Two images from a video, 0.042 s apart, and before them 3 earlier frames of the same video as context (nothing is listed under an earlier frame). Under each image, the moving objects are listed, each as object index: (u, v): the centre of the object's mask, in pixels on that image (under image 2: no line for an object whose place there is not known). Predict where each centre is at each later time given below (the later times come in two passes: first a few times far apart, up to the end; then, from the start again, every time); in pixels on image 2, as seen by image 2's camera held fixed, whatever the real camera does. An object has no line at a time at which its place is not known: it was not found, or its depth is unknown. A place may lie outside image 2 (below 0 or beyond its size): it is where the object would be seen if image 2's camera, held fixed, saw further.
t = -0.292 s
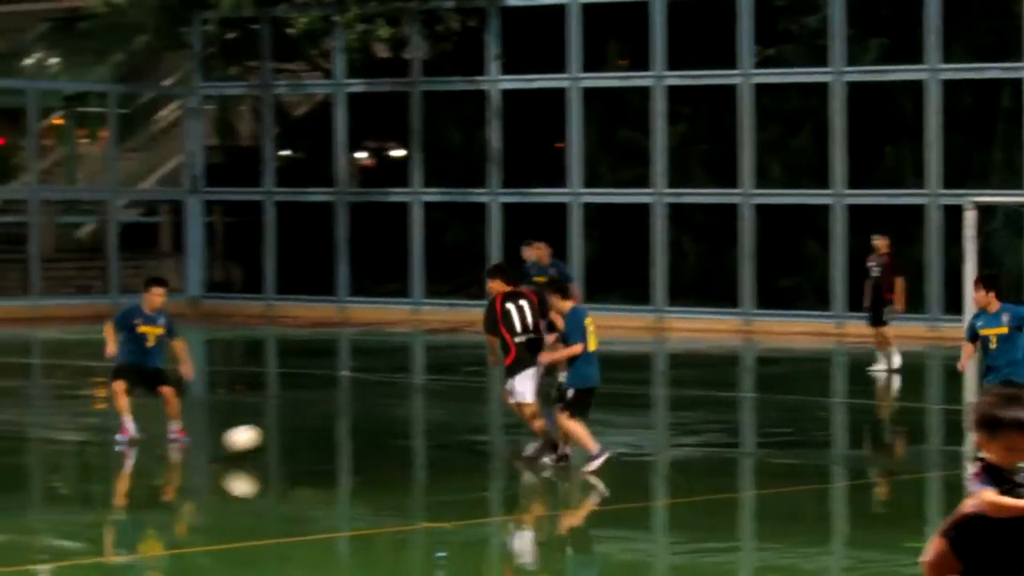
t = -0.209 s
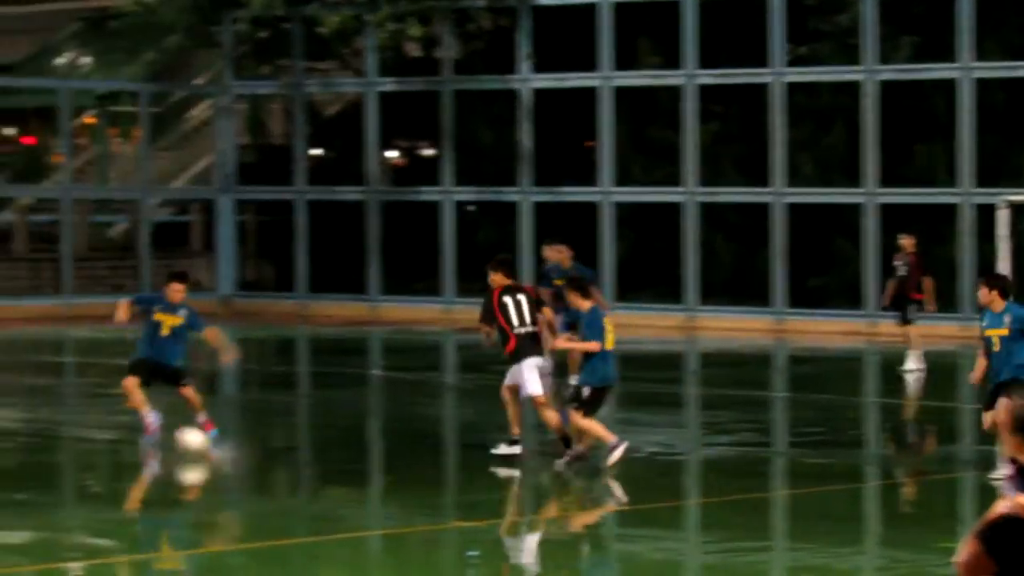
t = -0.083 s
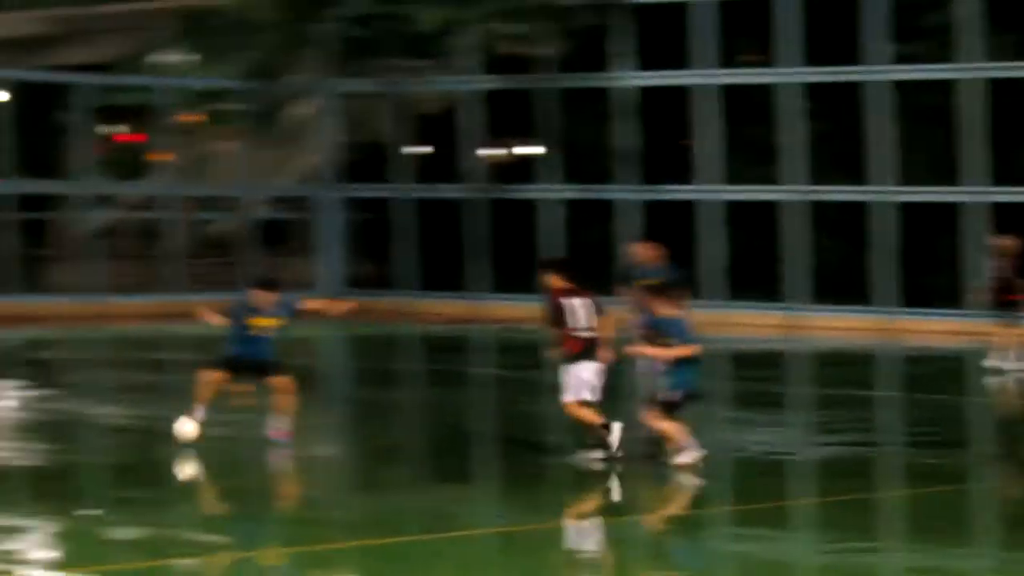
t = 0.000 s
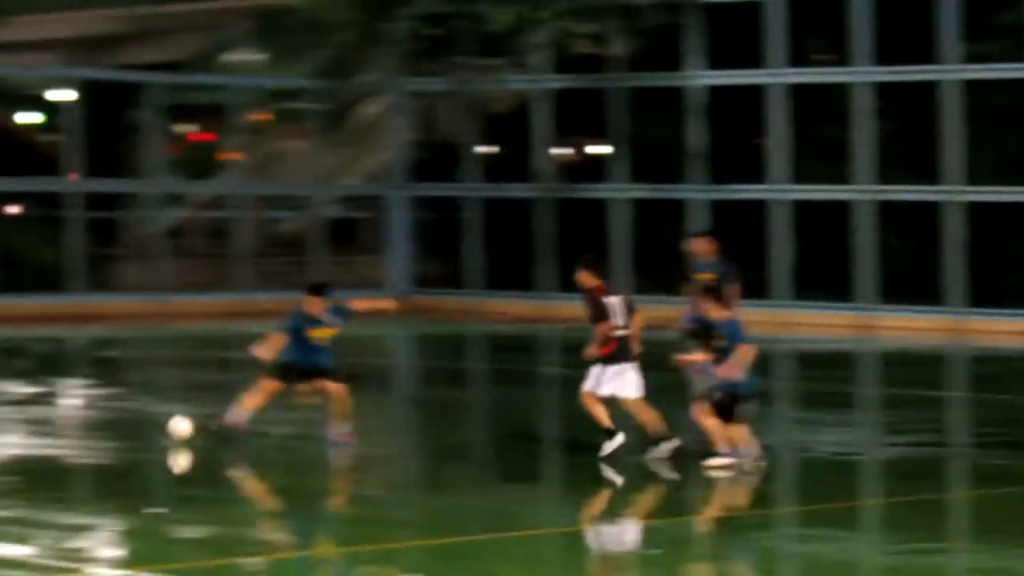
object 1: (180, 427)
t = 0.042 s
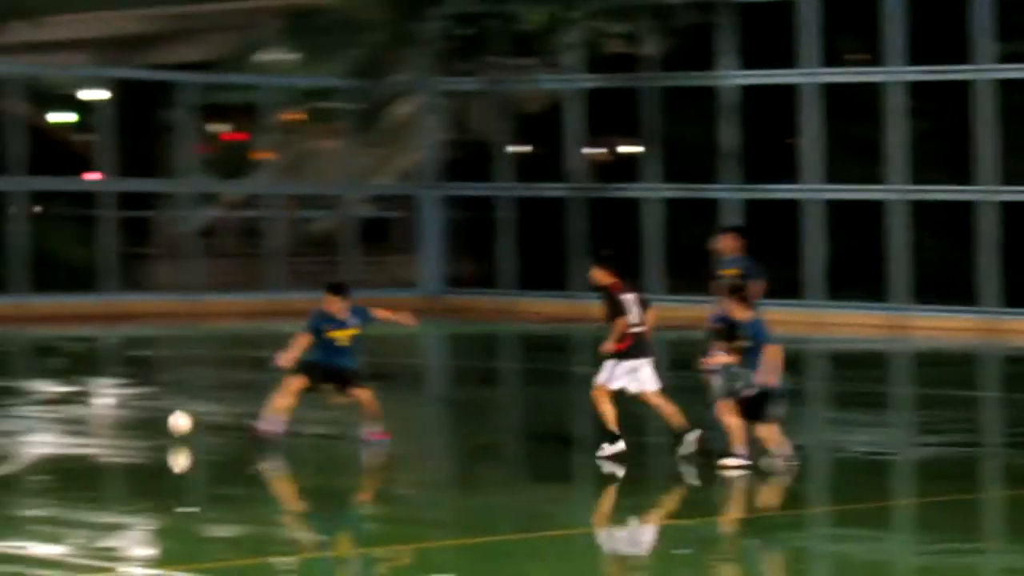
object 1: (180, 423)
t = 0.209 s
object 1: (53, 418)
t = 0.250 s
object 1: (25, 417)
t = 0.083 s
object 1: (147, 421)
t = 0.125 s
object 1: (114, 421)
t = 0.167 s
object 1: (82, 421)
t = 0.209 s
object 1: (53, 418)
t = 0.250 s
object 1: (25, 417)
